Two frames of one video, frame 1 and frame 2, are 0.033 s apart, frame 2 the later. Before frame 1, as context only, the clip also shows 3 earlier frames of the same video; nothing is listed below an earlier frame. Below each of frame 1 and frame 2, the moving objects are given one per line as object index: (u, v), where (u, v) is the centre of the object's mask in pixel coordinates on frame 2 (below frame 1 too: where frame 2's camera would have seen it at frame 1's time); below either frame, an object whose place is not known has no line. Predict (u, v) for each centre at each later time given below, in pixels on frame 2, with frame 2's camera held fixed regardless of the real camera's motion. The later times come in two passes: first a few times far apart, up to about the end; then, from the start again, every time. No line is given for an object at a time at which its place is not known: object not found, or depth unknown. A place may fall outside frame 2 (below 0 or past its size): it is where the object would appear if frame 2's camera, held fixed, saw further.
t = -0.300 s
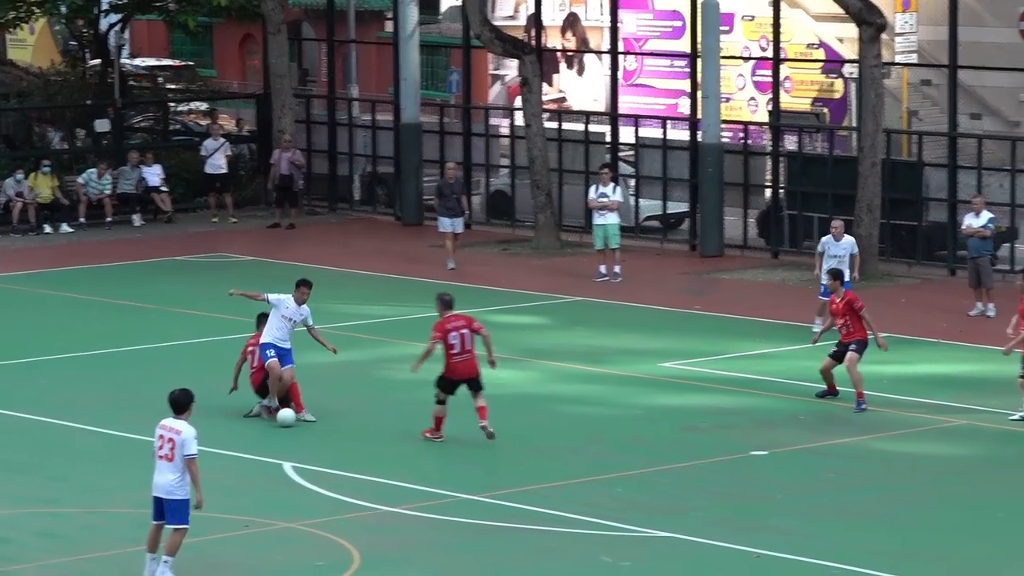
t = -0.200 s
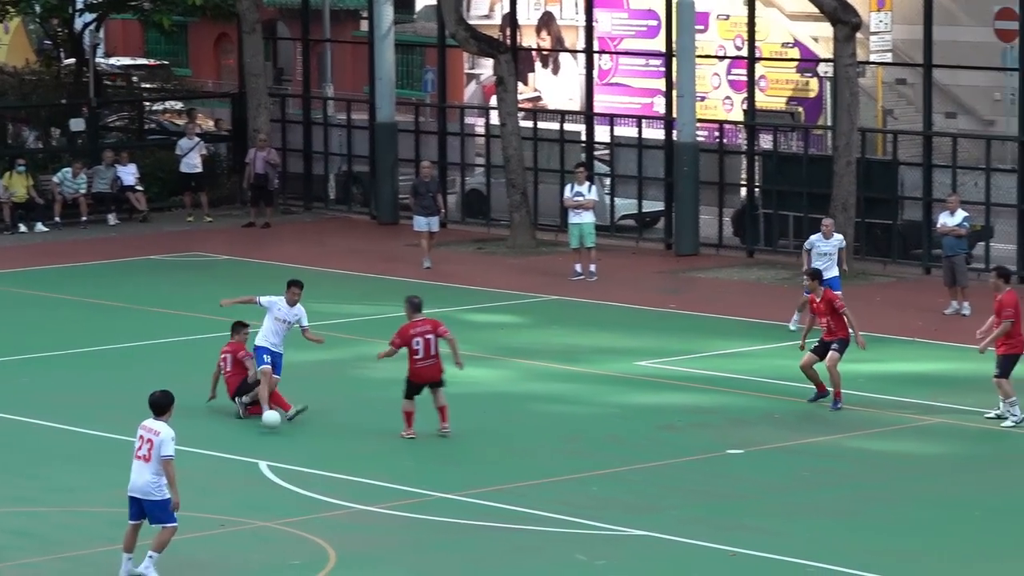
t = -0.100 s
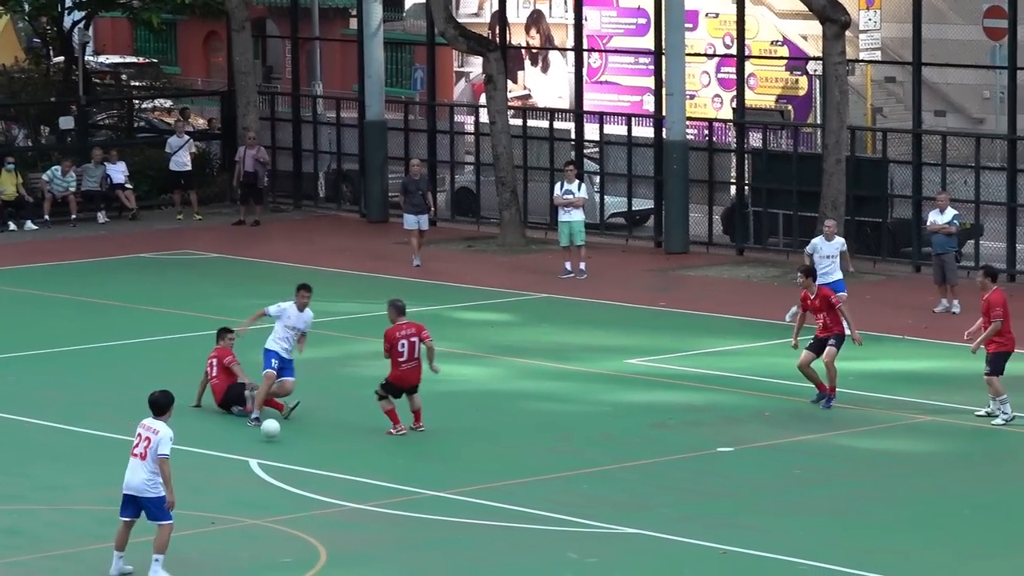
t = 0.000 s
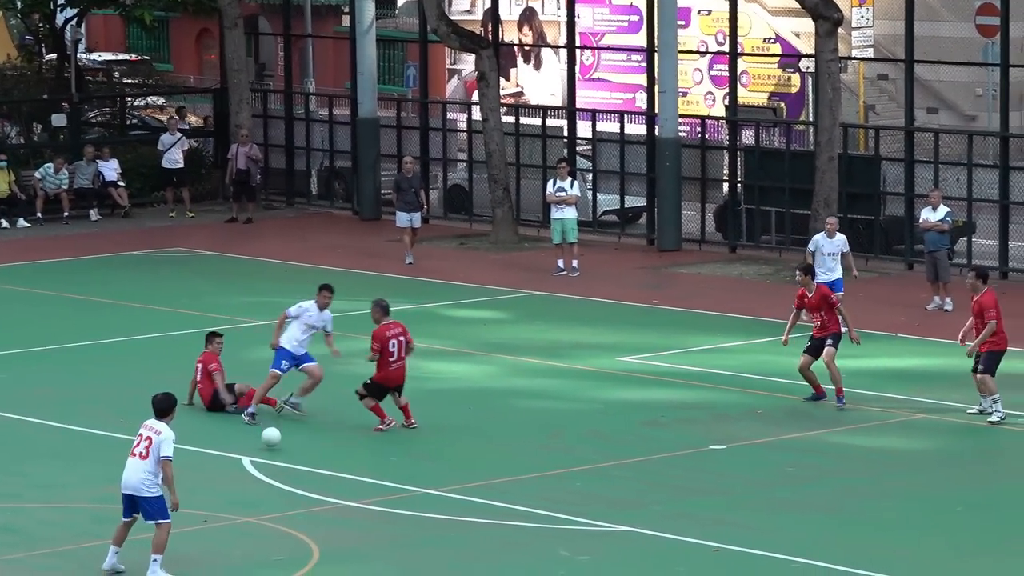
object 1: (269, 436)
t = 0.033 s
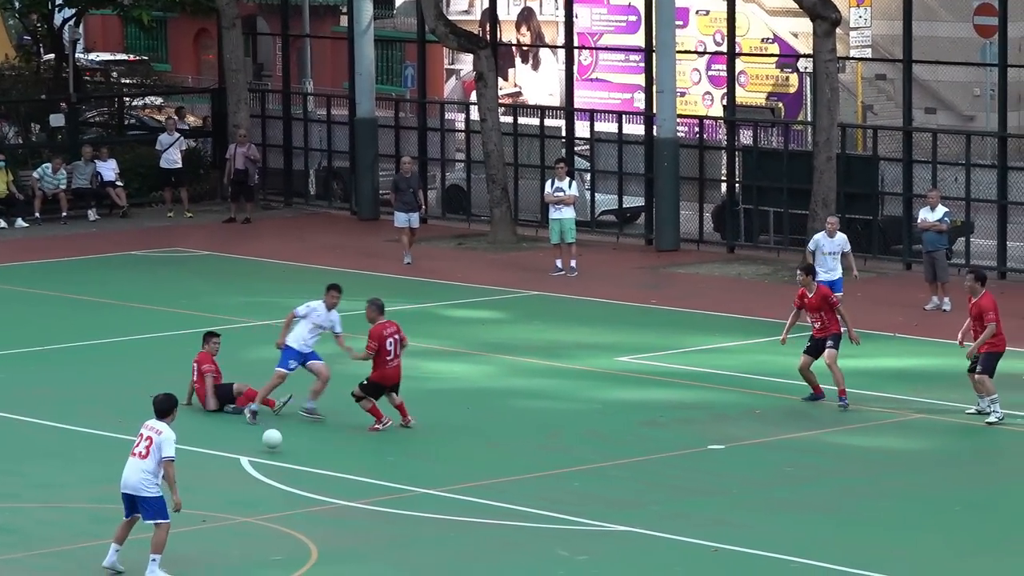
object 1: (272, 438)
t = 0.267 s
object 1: (288, 459)
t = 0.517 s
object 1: (301, 478)
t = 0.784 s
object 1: (315, 499)
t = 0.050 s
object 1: (273, 439)
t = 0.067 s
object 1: (275, 441)
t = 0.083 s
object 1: (276, 443)
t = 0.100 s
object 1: (277, 445)
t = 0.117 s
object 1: (278, 449)
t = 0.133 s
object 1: (279, 451)
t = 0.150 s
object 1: (281, 454)
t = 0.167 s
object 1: (282, 455)
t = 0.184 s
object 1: (283, 454)
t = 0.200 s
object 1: (284, 455)
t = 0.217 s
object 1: (285, 455)
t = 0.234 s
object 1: (286, 456)
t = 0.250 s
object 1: (287, 457)
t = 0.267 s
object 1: (288, 459)
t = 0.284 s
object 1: (288, 460)
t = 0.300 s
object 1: (290, 463)
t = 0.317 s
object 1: (290, 465)
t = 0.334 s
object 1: (292, 468)
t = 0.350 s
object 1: (292, 471)
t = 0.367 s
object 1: (293, 471)
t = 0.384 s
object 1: (294, 471)
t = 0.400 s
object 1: (295, 471)
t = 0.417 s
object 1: (296, 471)
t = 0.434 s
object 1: (297, 472)
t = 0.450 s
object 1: (298, 472)
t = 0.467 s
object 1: (299, 473)
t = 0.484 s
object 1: (300, 474)
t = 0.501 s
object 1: (300, 476)
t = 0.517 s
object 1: (301, 478)
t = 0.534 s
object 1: (302, 481)
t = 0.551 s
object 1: (303, 484)
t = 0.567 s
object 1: (304, 485)
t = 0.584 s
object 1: (305, 485)
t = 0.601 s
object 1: (306, 485)
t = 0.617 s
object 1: (307, 486)
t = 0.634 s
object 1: (307, 487)
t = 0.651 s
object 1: (308, 489)
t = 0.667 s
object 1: (309, 490)
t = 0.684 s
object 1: (310, 493)
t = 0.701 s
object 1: (311, 495)
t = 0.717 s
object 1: (312, 495)
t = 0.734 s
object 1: (313, 496)
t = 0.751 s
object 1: (313, 497)
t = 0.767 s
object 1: (314, 498)
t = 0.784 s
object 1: (315, 499)
